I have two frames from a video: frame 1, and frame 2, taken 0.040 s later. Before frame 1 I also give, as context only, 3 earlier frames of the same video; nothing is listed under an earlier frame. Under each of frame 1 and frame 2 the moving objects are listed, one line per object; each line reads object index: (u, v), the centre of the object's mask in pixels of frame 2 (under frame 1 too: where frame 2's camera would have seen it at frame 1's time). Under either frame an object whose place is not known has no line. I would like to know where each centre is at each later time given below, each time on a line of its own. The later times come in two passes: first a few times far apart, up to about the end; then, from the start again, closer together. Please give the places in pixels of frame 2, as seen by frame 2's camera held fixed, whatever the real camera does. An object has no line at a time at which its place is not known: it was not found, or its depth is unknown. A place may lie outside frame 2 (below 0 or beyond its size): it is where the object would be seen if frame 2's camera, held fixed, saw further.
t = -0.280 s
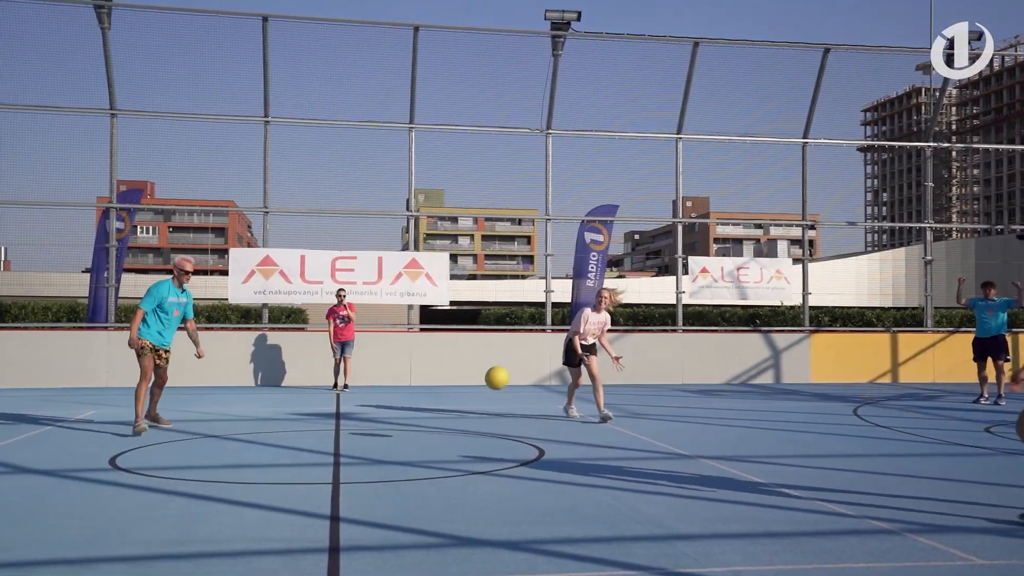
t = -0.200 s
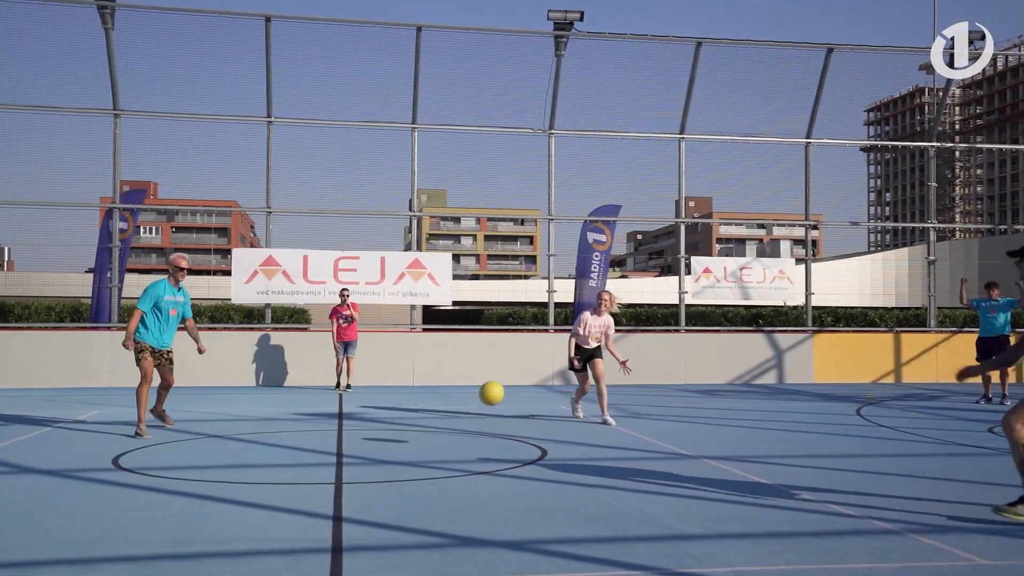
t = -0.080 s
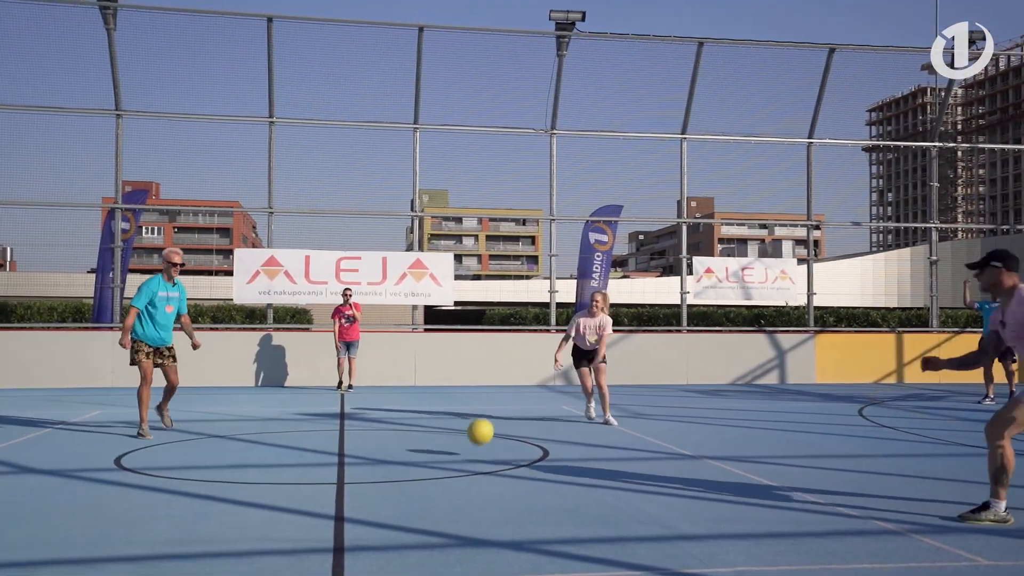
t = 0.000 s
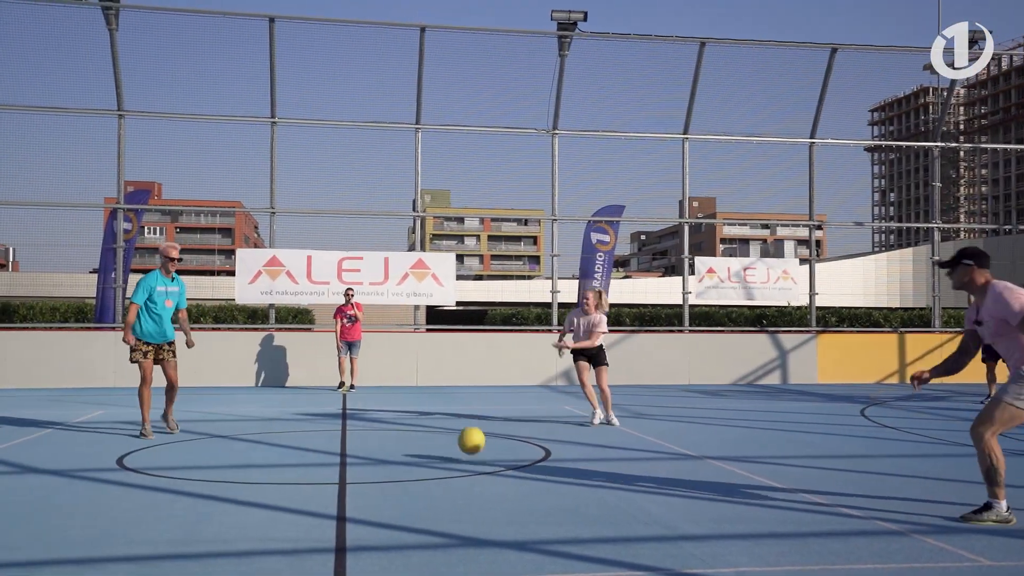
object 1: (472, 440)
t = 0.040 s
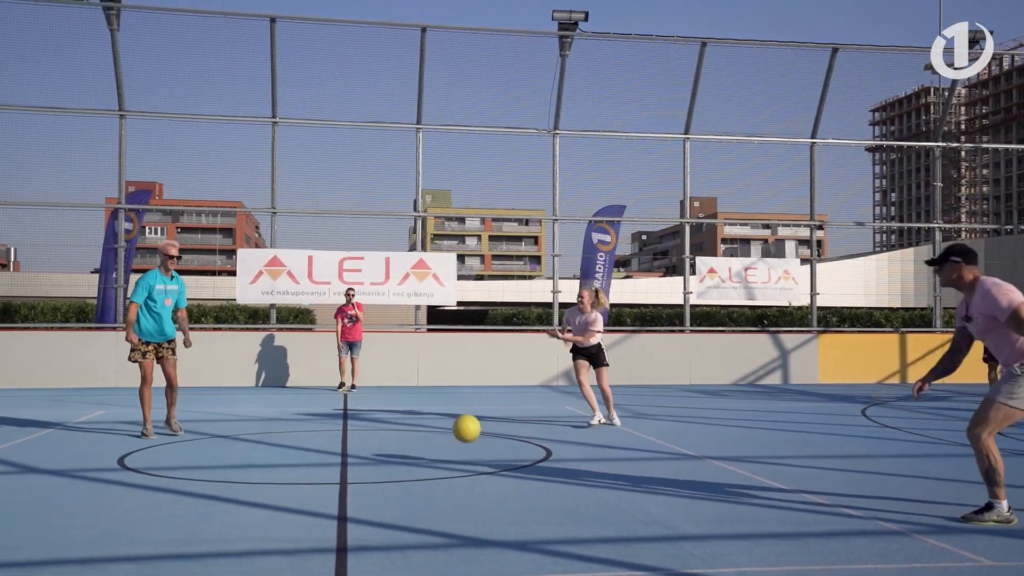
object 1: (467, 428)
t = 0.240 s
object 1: (433, 392)
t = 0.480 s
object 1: (383, 420)
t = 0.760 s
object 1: (302, 463)
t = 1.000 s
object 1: (209, 445)
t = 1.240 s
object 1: (74, 565)
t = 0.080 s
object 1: (460, 417)
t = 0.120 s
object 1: (453, 408)
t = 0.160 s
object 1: (447, 401)
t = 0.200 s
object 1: (440, 396)
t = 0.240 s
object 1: (433, 392)
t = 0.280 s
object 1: (426, 391)
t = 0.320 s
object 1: (418, 392)
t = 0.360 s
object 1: (410, 396)
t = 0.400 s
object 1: (401, 401)
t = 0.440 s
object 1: (392, 409)
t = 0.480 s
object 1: (383, 420)
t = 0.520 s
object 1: (373, 434)
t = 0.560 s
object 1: (363, 452)
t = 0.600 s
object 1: (352, 473)
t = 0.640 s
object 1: (340, 497)
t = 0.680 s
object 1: (327, 490)
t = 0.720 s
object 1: (315, 475)
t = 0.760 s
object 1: (302, 463)
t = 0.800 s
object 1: (288, 453)
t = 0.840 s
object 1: (274, 445)
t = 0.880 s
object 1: (259, 440)
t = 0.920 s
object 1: (243, 438)
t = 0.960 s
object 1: (227, 440)
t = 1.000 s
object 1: (209, 445)
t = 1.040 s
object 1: (190, 453)
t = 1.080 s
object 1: (171, 466)
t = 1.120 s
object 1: (148, 483)
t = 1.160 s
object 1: (126, 505)
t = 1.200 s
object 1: (102, 534)
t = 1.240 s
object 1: (74, 565)
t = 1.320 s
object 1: (15, 573)
